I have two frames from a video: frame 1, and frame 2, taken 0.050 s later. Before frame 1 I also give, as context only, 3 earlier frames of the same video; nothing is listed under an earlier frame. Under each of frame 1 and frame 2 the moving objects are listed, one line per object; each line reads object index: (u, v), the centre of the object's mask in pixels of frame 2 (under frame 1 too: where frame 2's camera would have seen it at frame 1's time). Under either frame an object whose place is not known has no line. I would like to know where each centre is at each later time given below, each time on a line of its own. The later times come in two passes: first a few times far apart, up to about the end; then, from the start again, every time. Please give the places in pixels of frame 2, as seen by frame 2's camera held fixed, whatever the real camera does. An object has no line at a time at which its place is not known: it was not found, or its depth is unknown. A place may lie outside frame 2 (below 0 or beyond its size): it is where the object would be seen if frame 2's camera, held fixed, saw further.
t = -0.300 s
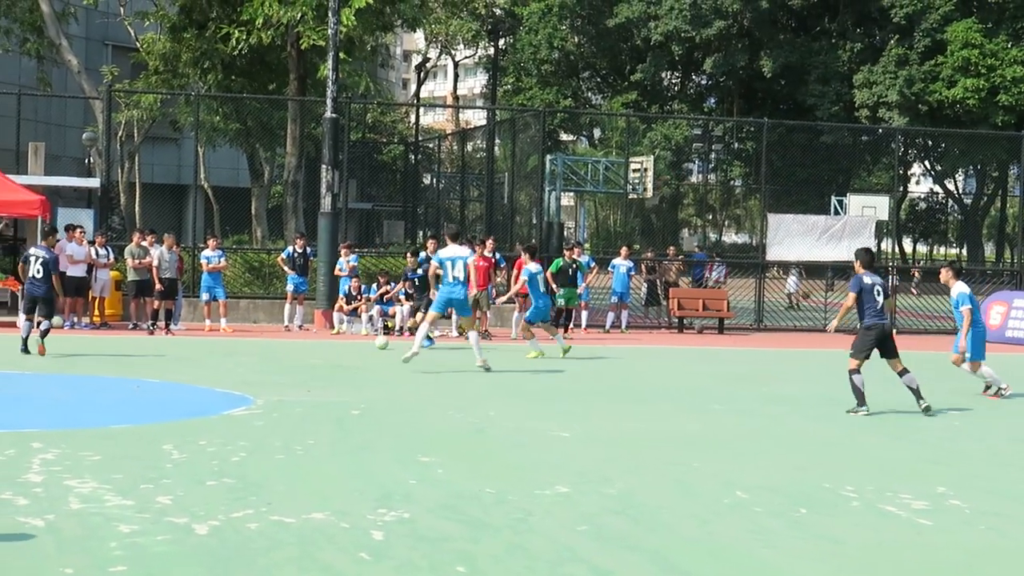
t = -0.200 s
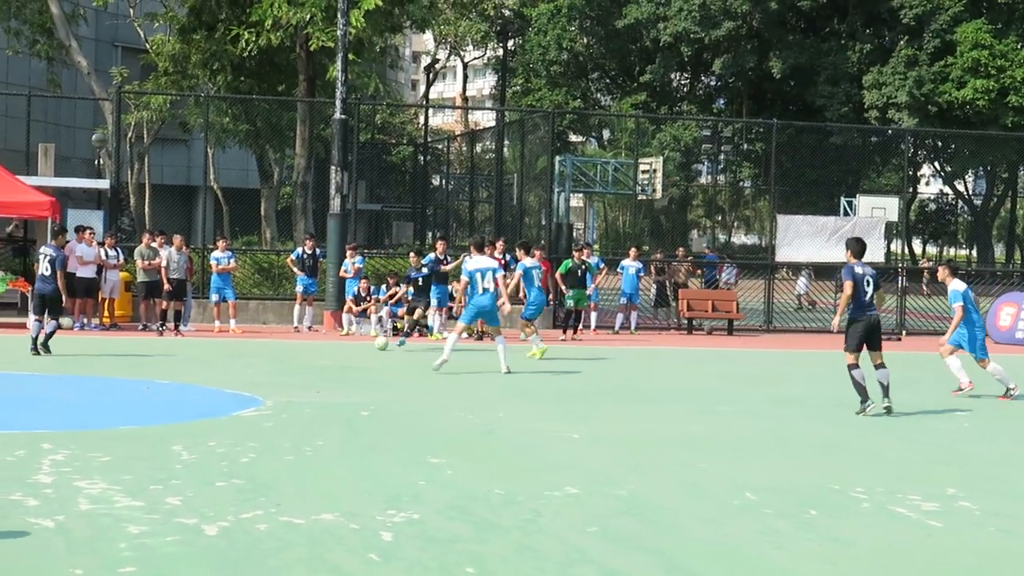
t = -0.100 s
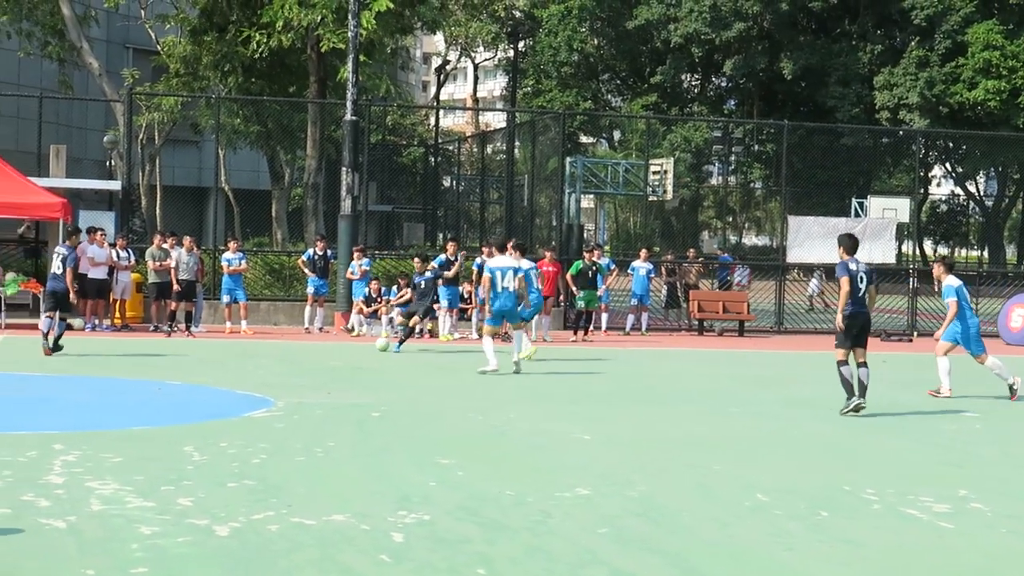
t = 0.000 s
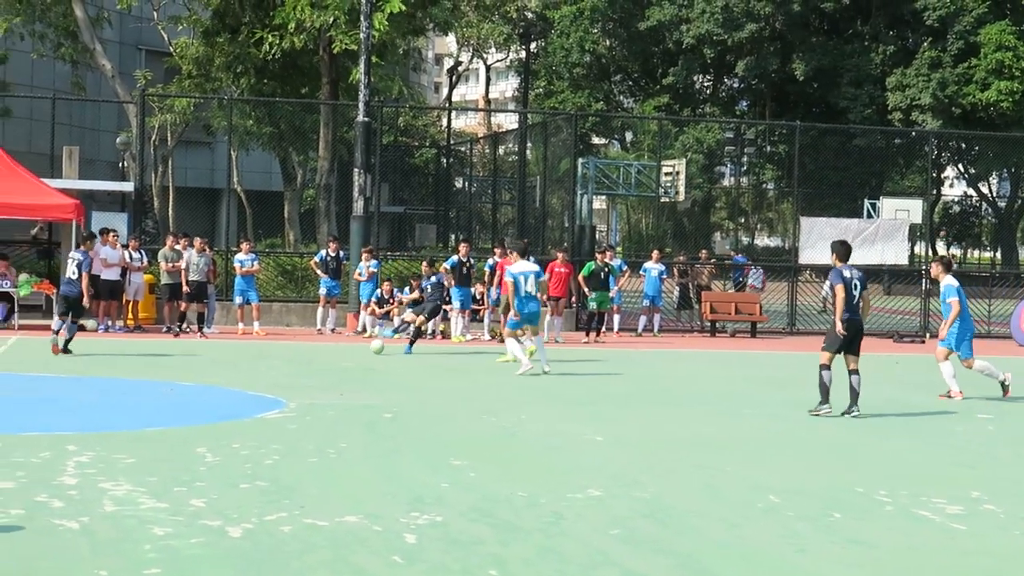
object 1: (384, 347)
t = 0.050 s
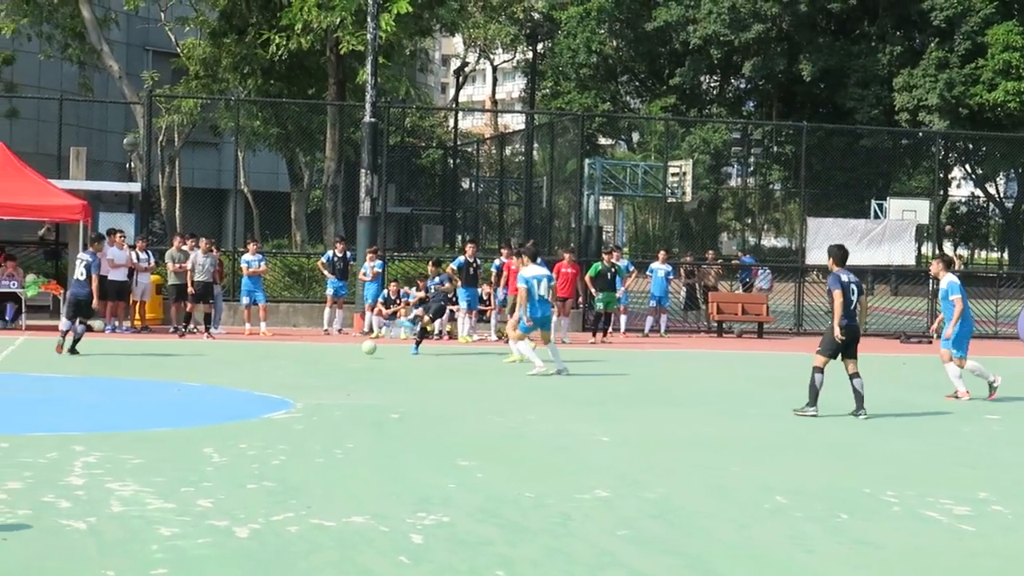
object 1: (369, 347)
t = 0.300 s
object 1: (291, 367)
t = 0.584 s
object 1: (200, 381)
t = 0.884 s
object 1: (79, 422)
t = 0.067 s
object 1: (364, 348)
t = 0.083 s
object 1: (358, 349)
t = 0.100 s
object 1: (353, 351)
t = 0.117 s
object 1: (348, 353)
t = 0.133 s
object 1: (343, 355)
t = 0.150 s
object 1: (337, 357)
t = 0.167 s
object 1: (332, 358)
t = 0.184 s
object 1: (327, 359)
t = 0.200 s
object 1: (322, 359)
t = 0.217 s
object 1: (317, 360)
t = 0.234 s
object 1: (311, 362)
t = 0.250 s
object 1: (306, 364)
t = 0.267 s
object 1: (300, 366)
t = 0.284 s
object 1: (296, 366)
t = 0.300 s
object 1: (291, 367)
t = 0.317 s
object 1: (285, 367)
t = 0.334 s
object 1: (280, 368)
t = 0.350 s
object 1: (275, 370)
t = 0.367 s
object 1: (269, 371)
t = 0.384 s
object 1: (264, 372)
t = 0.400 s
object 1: (259, 373)
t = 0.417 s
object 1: (254, 374)
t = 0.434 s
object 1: (248, 375)
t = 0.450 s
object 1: (243, 377)
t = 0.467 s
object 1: (237, 377)
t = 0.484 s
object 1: (232, 378)
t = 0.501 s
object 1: (227, 379)
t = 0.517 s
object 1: (221, 381)
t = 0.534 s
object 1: (216, 382)
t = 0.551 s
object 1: (210, 382)
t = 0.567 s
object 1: (205, 381)
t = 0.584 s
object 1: (200, 381)
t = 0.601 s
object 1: (194, 382)
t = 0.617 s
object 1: (188, 383)
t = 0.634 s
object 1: (182, 384)
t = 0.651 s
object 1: (176, 386)
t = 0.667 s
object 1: (170, 388)
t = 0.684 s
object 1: (164, 390)
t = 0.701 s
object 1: (158, 393)
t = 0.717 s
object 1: (151, 397)
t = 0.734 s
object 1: (145, 401)
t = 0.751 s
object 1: (138, 403)
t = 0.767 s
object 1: (131, 404)
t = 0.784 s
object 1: (124, 405)
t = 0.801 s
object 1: (117, 406)
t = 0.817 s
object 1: (110, 409)
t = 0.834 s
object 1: (102, 411)
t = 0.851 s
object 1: (94, 415)
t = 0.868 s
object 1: (87, 418)
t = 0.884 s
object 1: (79, 422)
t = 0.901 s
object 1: (70, 423)
